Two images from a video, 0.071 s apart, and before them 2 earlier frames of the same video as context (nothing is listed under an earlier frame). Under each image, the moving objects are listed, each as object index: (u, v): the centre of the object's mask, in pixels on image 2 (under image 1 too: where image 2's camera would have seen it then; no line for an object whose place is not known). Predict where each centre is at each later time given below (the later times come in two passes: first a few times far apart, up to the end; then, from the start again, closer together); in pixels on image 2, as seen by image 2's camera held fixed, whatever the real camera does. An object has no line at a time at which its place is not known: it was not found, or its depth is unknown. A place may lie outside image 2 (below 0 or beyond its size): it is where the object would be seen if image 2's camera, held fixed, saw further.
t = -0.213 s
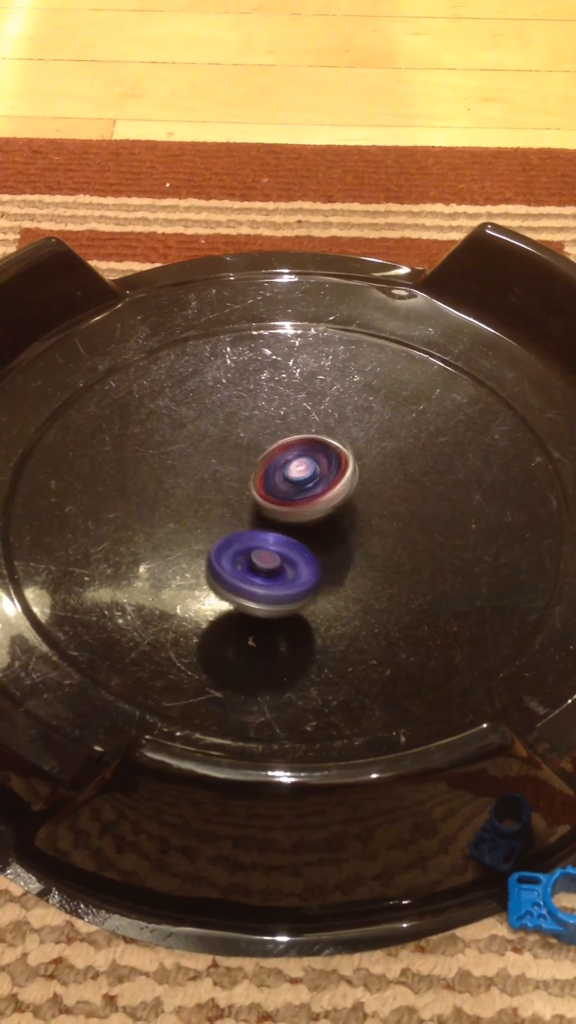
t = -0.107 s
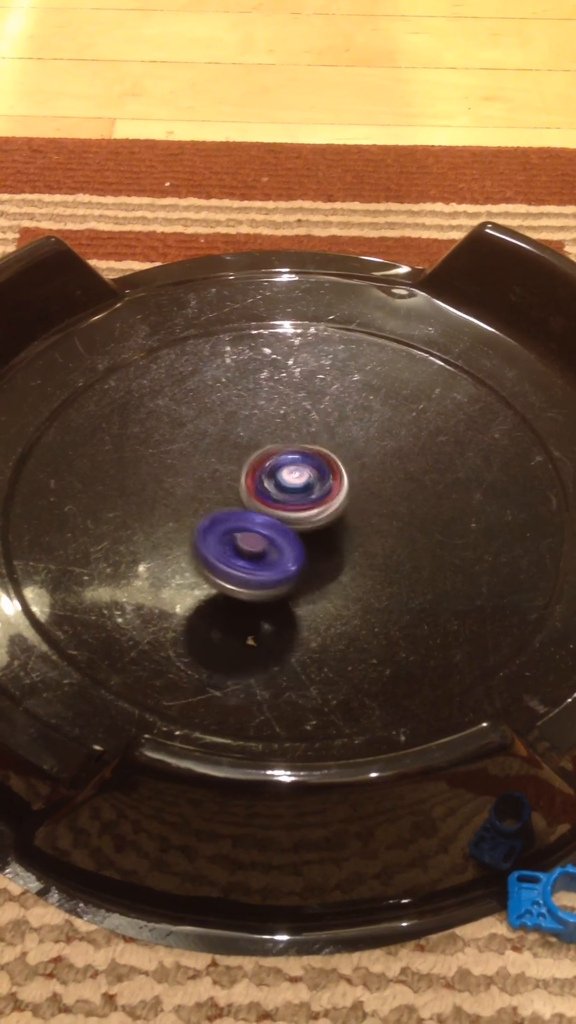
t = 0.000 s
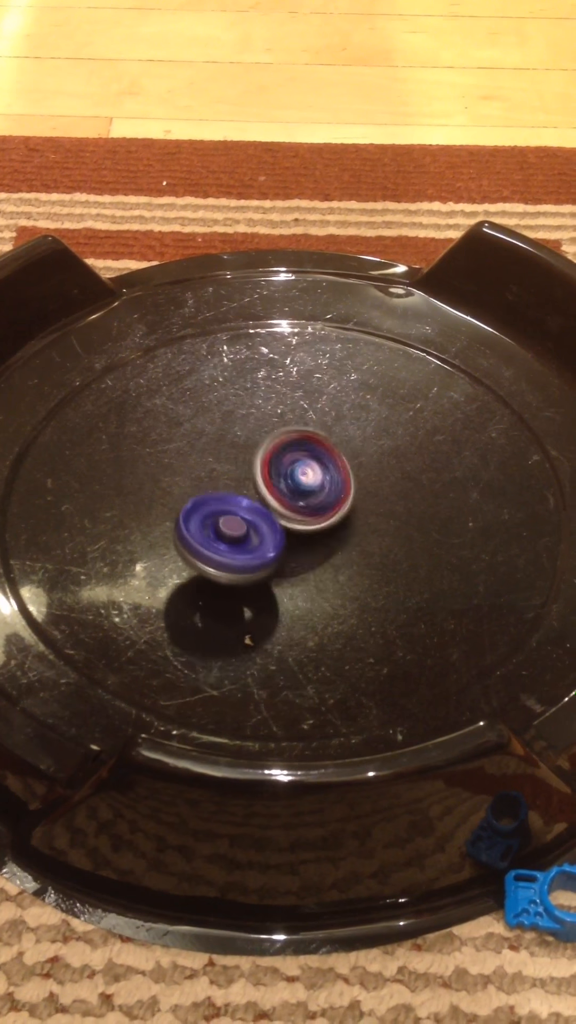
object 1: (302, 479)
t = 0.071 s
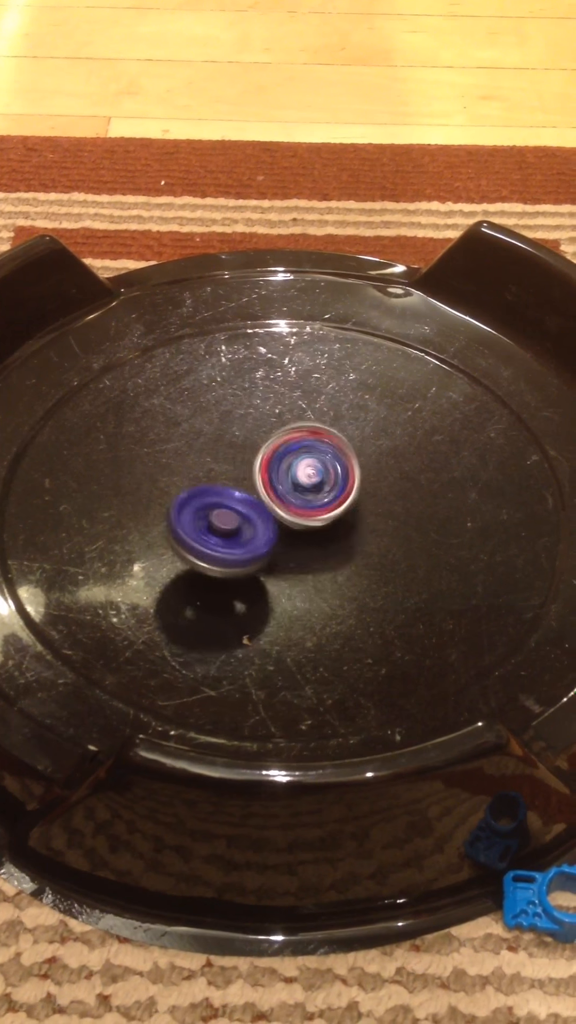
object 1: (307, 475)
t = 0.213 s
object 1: (325, 479)
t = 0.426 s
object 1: (336, 501)
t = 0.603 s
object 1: (336, 522)
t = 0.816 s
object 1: (340, 511)
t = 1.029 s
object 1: (360, 535)
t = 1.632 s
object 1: (337, 551)
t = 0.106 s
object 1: (314, 474)
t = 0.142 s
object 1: (320, 475)
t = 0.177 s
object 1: (323, 479)
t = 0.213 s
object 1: (325, 479)
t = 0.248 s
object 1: (325, 481)
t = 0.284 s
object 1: (322, 483)
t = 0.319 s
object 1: (325, 484)
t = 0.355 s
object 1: (331, 487)
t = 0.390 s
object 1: (336, 493)
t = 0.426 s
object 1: (336, 501)
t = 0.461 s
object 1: (333, 510)
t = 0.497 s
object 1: (338, 516)
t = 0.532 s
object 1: (340, 520)
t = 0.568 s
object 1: (339, 522)
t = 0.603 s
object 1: (336, 522)
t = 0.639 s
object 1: (334, 520)
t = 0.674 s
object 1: (334, 516)
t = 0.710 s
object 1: (335, 513)
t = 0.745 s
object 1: (337, 510)
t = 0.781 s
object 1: (339, 510)
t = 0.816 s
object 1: (340, 511)
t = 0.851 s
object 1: (337, 512)
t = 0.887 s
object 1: (343, 514)
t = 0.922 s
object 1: (350, 517)
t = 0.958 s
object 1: (355, 520)
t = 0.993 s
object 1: (360, 529)
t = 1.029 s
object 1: (360, 535)
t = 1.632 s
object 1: (337, 551)
